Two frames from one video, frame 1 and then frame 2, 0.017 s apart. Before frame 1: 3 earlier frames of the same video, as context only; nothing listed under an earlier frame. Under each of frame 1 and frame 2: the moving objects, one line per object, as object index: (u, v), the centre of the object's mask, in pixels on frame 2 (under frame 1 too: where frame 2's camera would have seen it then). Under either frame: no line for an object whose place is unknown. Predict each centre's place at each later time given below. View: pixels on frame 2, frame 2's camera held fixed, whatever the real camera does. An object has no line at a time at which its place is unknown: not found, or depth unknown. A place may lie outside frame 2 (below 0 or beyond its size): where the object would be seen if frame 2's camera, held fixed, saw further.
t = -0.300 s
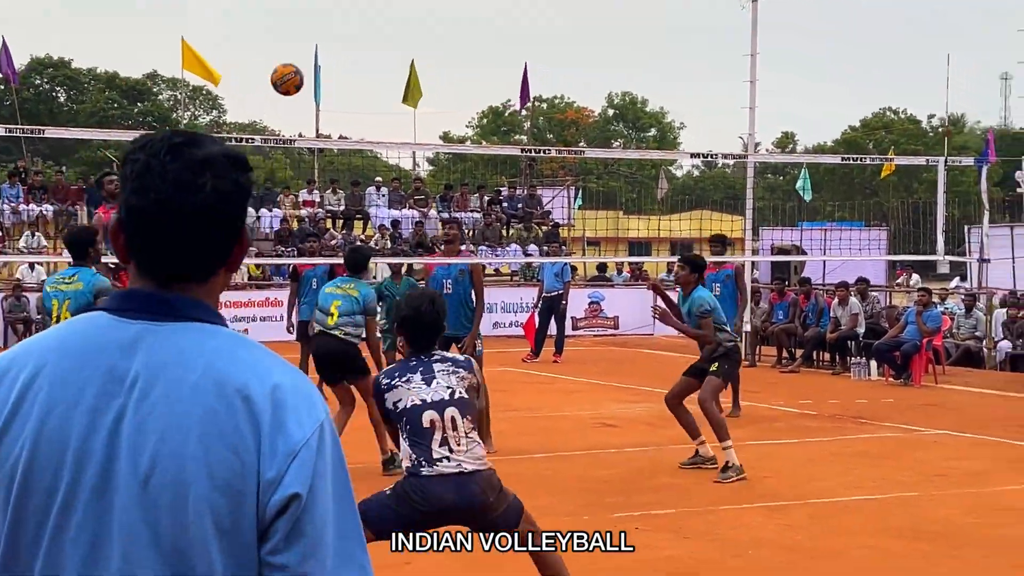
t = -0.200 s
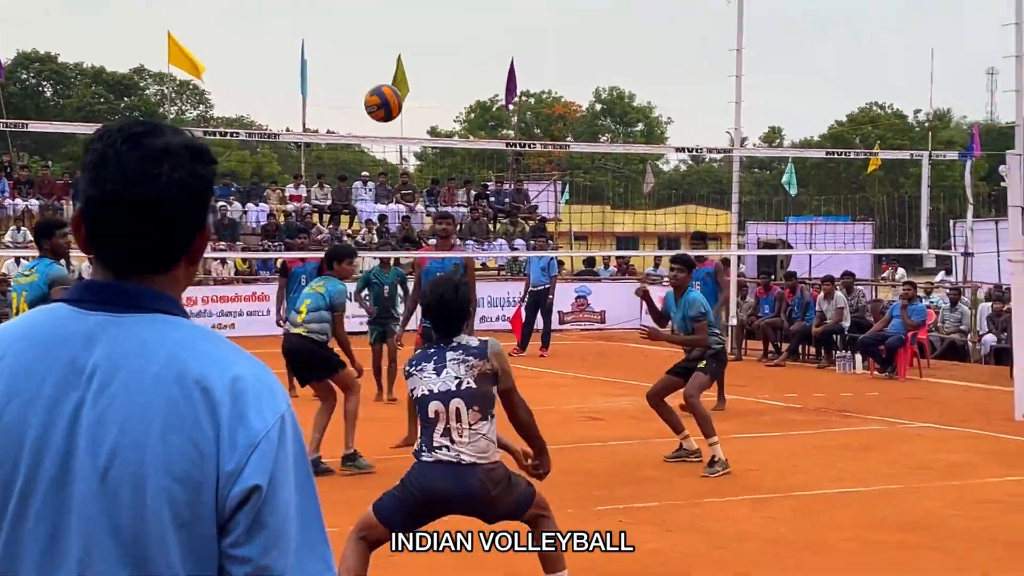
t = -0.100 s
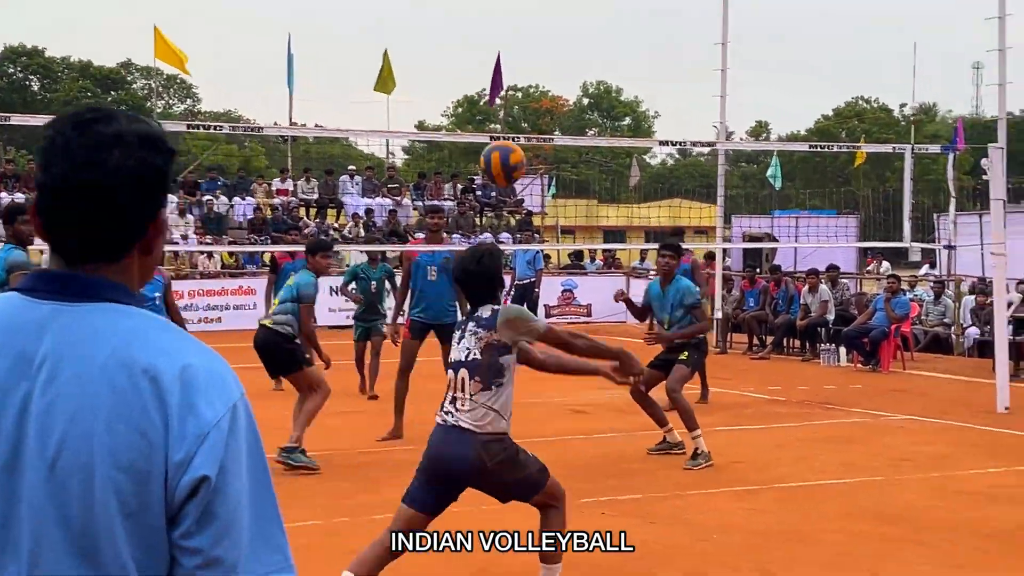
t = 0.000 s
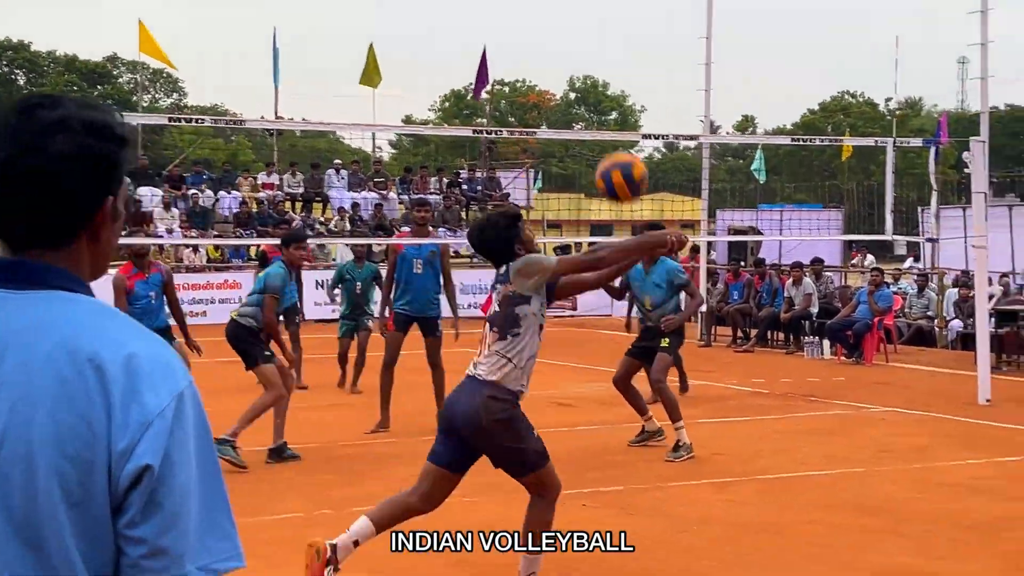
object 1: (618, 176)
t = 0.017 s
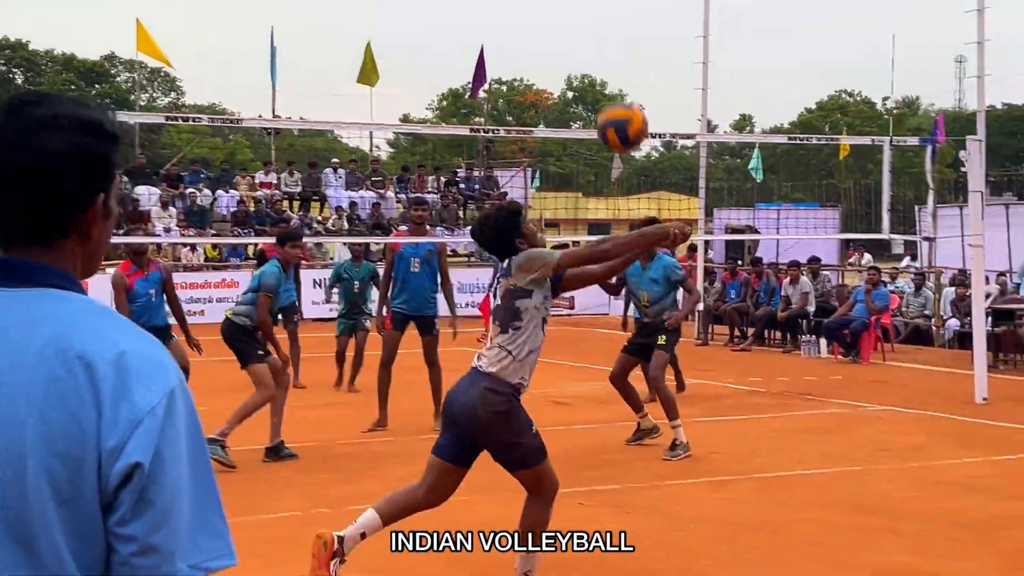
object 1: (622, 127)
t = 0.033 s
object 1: (625, 79)
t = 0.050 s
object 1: (628, 32)
